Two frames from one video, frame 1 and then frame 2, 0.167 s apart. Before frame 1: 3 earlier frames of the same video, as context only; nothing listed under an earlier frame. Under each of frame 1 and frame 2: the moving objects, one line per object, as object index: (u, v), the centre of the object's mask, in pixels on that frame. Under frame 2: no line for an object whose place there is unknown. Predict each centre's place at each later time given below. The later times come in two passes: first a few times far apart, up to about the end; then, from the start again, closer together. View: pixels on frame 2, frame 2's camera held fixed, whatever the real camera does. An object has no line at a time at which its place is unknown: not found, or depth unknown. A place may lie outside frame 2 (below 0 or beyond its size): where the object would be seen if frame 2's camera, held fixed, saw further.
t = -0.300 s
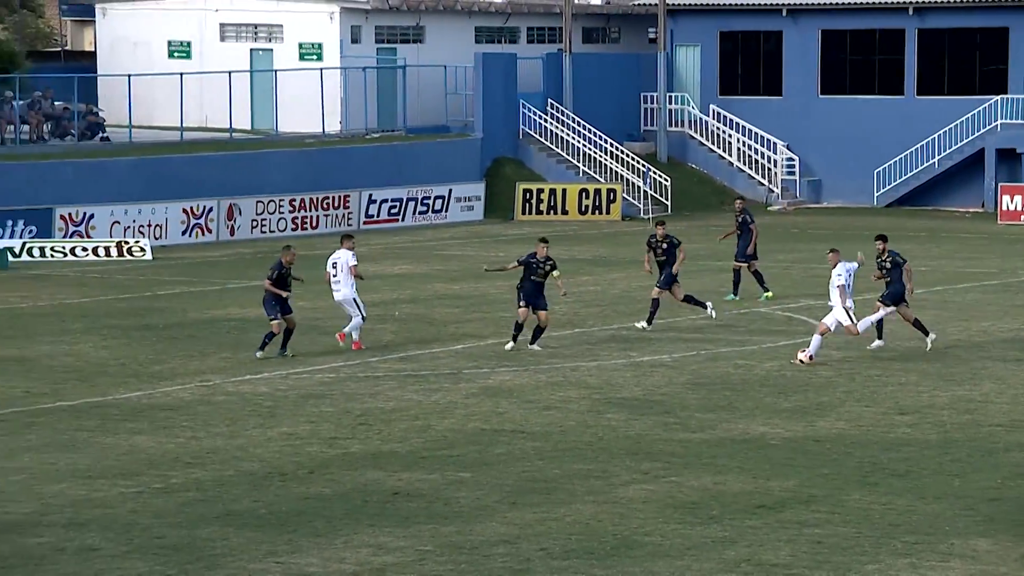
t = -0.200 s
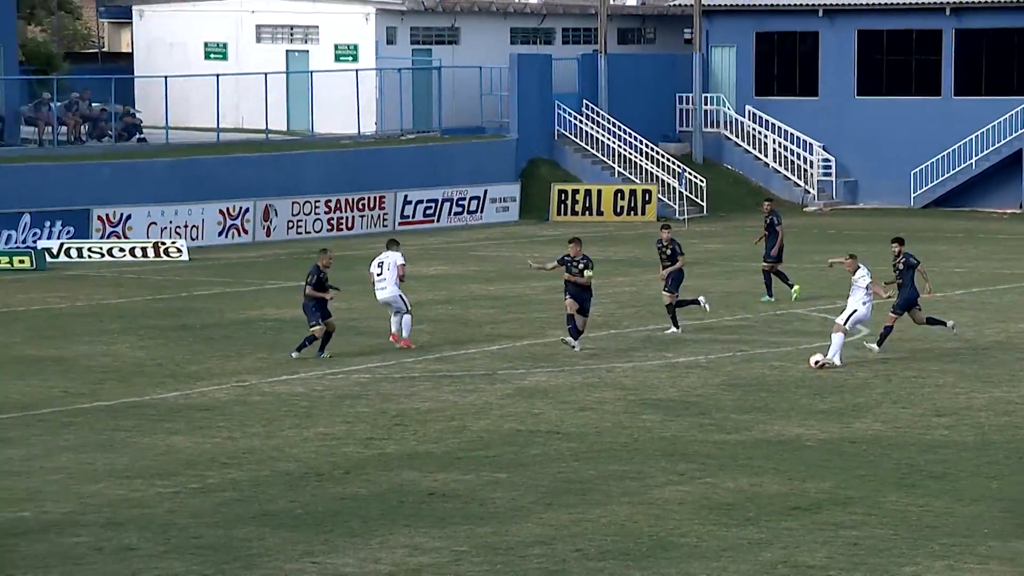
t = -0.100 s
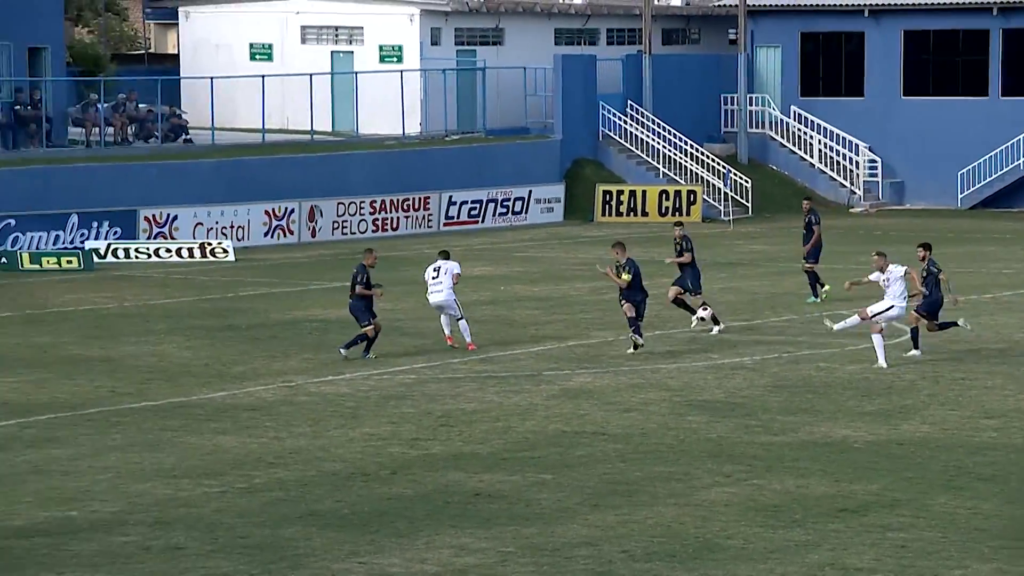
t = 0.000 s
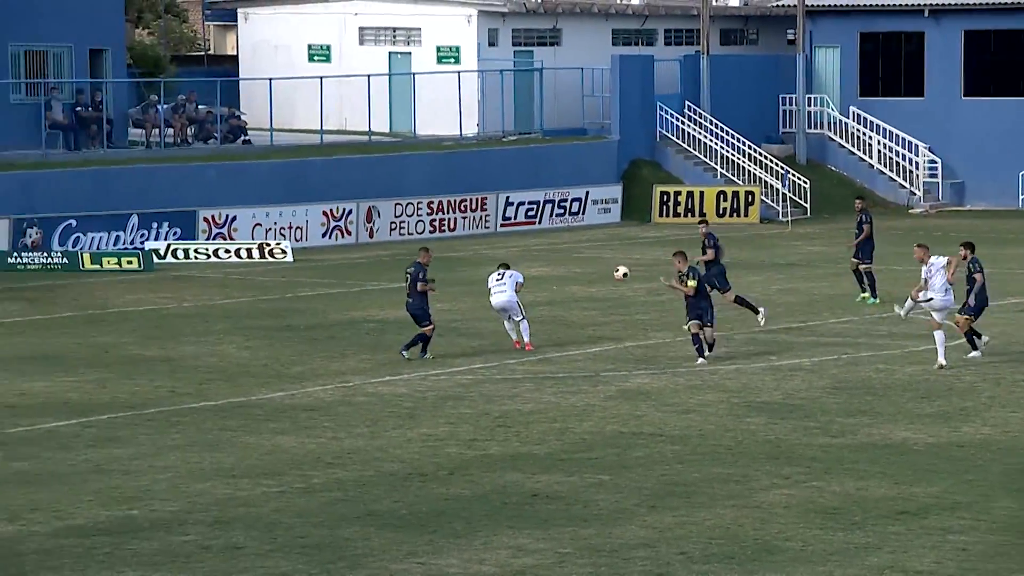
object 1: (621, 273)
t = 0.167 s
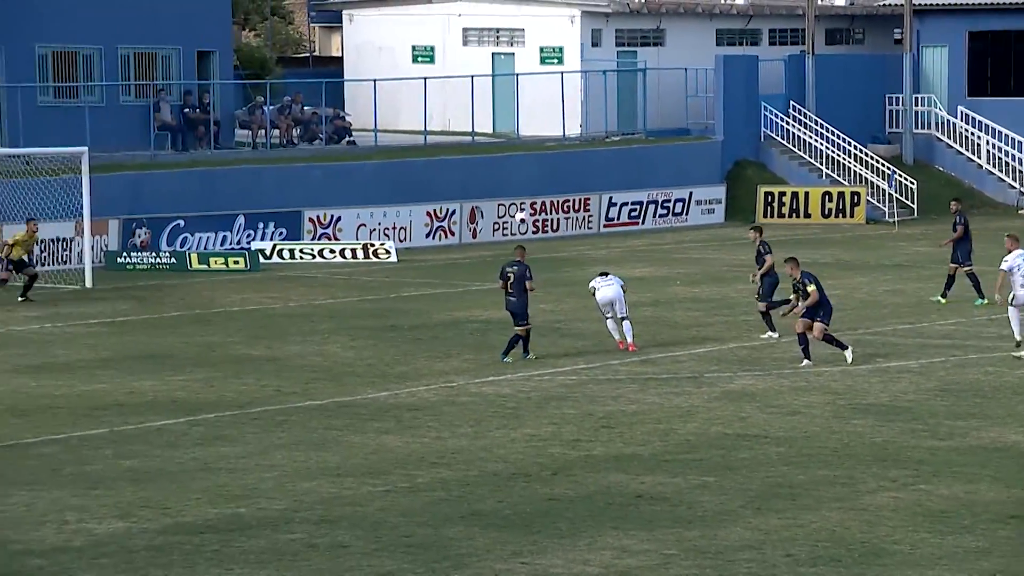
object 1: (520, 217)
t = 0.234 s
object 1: (450, 198)
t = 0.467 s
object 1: (234, 144)
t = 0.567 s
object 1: (155, 129)
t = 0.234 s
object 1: (450, 198)
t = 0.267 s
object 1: (417, 188)
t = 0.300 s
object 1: (384, 181)
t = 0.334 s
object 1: (353, 172)
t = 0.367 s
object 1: (322, 165)
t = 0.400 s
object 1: (292, 157)
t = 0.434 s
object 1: (263, 151)
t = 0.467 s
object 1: (234, 144)
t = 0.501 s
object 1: (207, 138)
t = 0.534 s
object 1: (180, 134)
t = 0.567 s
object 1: (155, 129)
